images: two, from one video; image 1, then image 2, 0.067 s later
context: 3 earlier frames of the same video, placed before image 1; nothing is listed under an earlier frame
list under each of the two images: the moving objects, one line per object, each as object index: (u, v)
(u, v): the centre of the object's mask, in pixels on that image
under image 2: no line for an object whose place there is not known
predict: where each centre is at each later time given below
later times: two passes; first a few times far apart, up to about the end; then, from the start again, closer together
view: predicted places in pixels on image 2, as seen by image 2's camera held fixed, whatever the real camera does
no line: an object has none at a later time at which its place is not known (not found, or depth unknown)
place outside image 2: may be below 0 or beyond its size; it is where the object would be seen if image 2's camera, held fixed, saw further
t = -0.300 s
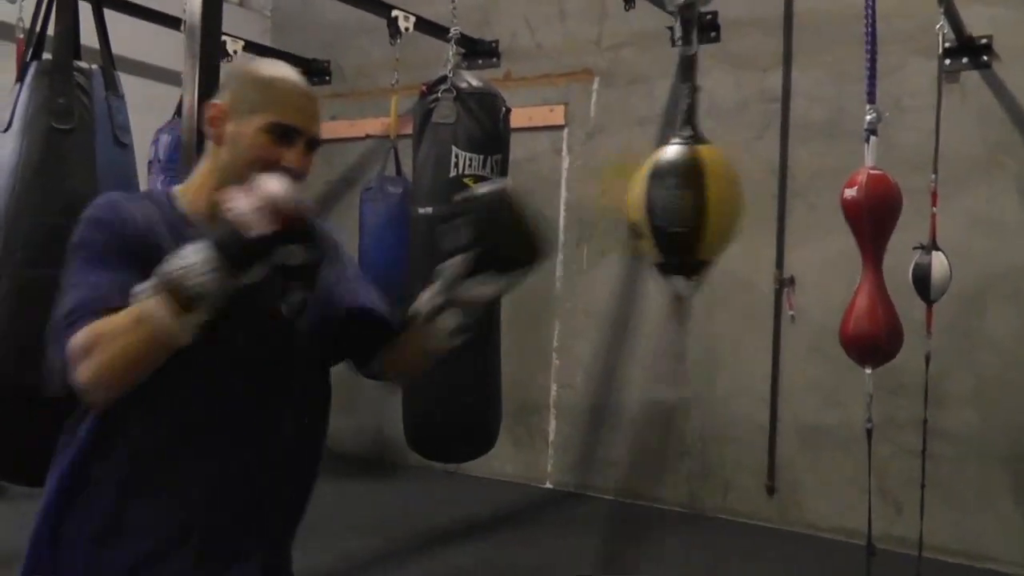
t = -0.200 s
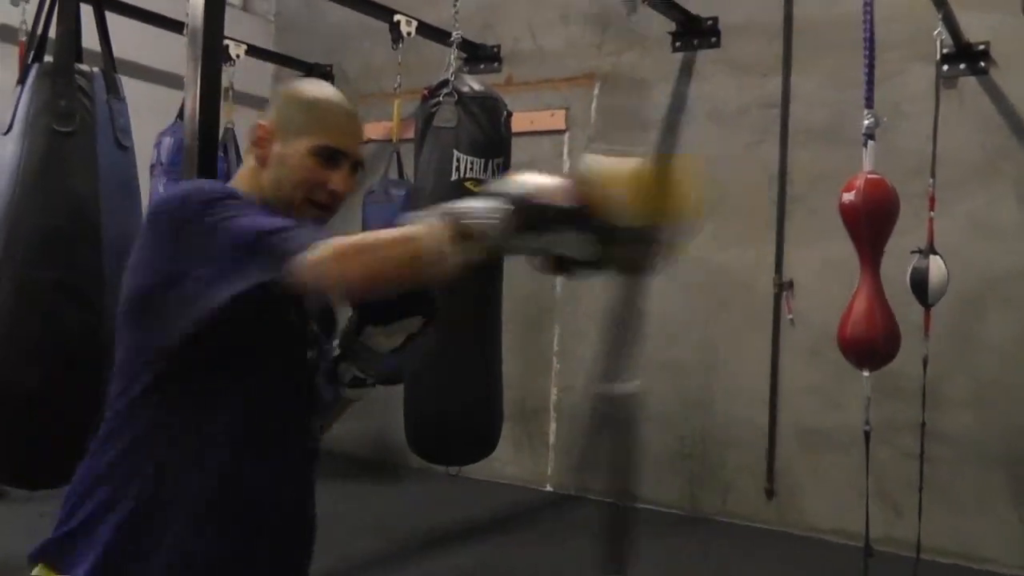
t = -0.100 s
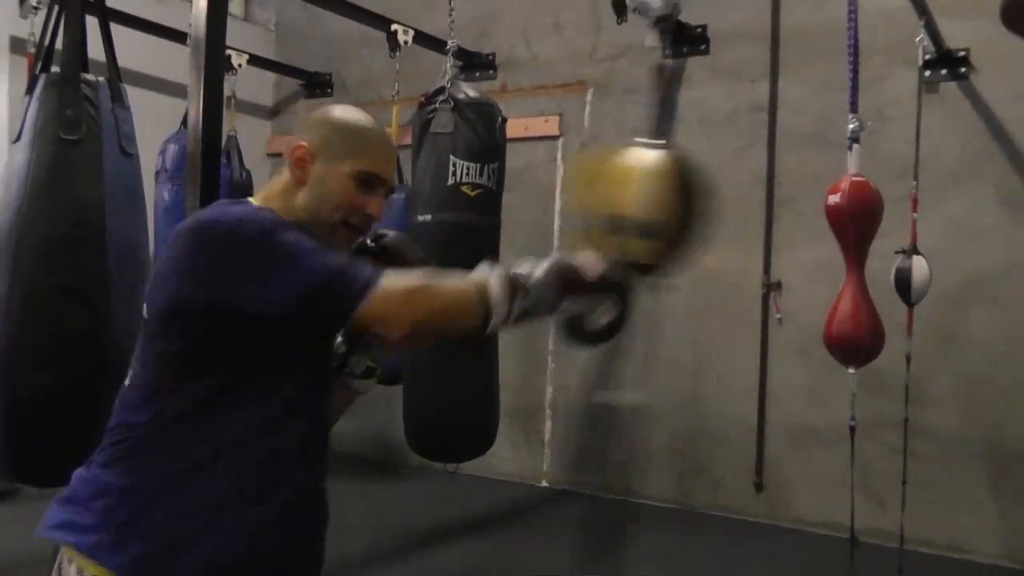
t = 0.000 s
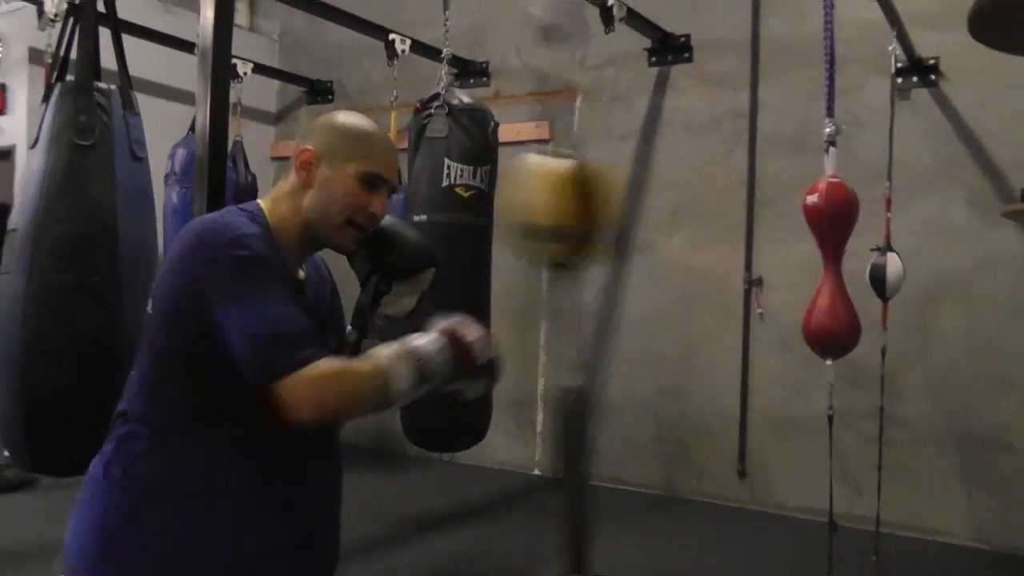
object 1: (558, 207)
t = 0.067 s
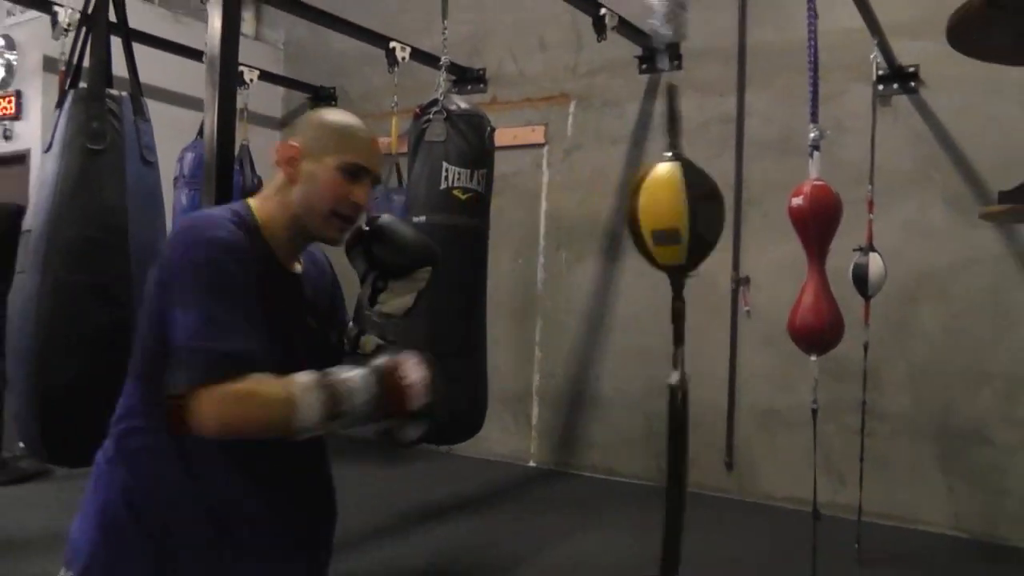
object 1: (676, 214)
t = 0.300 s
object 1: (656, 214)
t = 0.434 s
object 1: (559, 209)
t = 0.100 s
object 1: (640, 211)
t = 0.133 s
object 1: (589, 208)
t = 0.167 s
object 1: (527, 201)
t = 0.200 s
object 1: (527, 204)
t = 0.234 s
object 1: (601, 212)
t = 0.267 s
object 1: (664, 215)
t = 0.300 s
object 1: (656, 214)
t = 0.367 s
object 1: (560, 205)
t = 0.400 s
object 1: (529, 205)
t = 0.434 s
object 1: (559, 209)
